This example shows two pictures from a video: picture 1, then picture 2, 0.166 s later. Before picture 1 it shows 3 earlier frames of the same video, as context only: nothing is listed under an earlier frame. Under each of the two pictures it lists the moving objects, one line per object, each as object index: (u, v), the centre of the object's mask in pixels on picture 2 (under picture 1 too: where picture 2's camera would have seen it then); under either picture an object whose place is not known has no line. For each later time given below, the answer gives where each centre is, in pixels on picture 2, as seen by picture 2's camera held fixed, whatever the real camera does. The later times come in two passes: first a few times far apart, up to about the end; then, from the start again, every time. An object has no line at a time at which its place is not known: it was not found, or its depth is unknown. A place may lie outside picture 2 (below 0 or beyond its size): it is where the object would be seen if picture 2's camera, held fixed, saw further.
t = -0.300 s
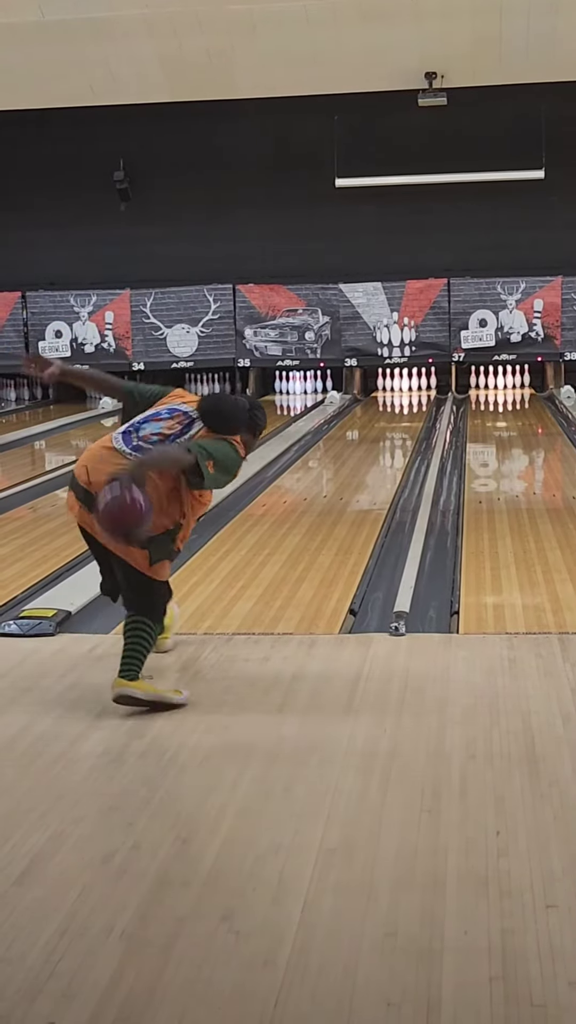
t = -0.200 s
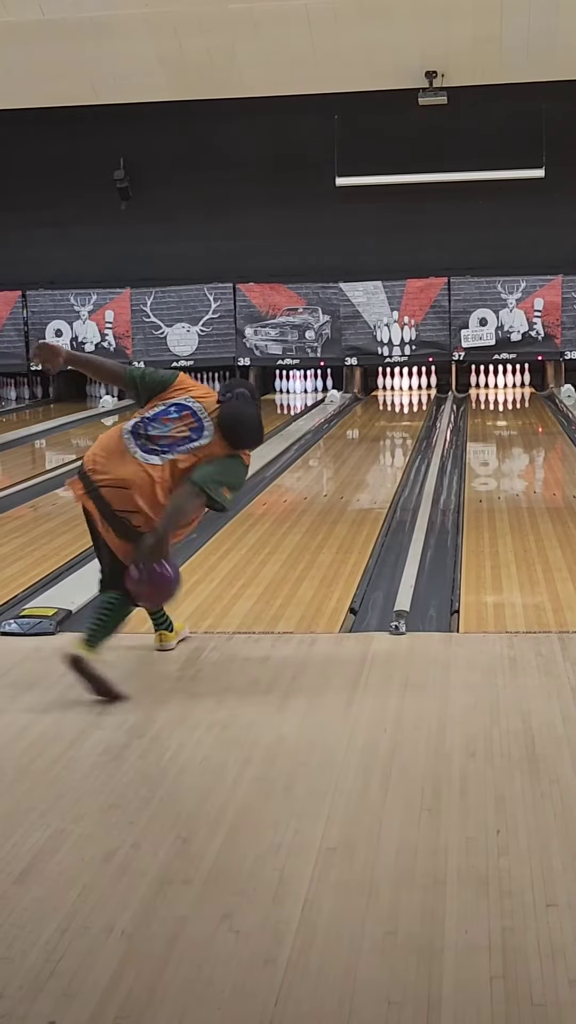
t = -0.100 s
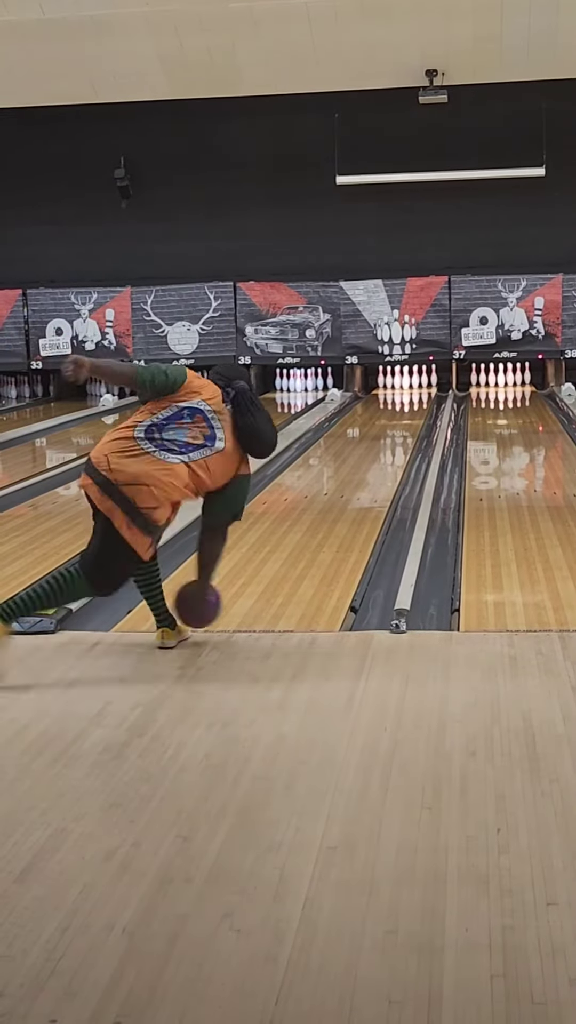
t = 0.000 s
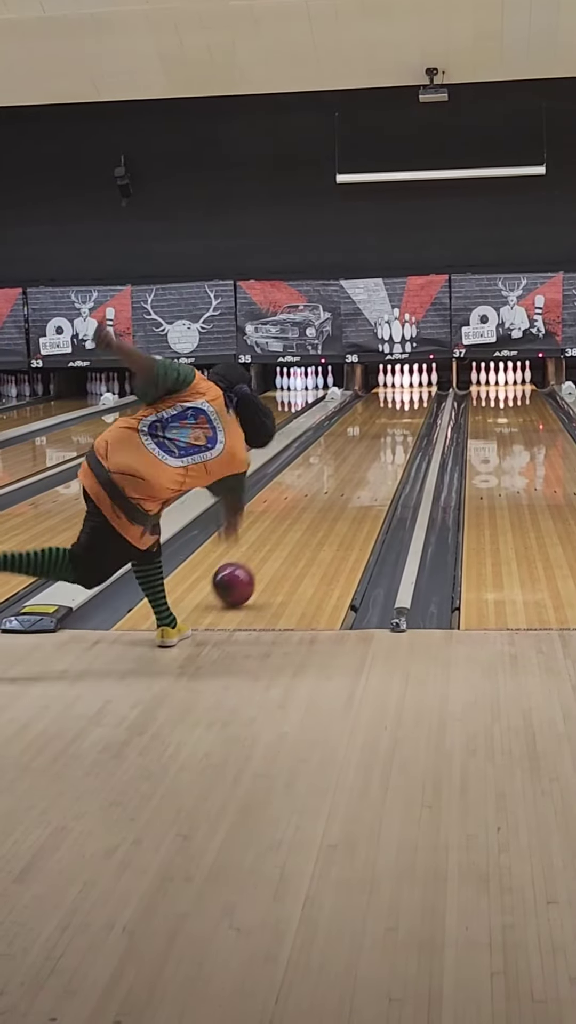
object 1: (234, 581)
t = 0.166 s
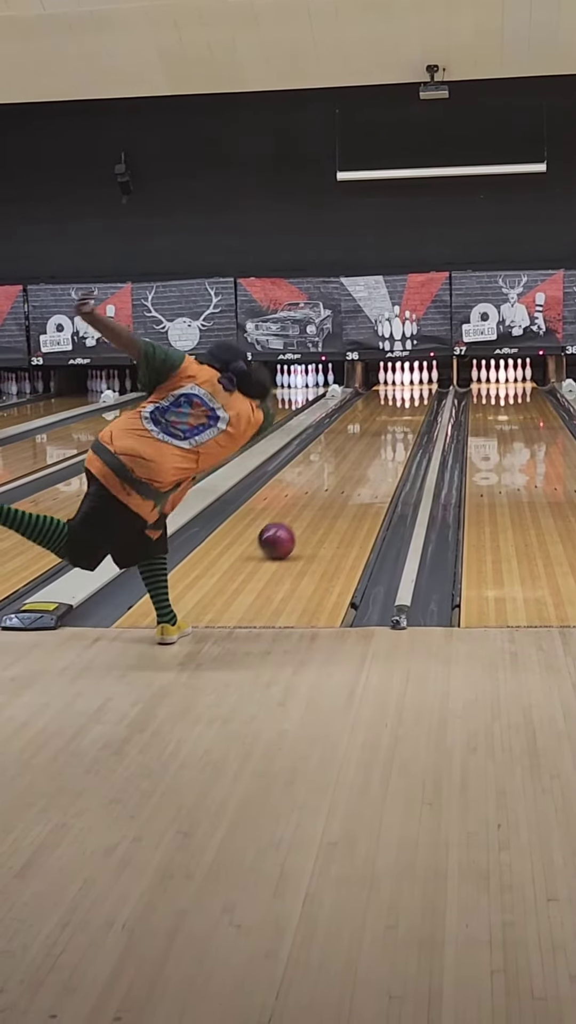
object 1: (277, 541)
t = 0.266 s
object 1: (297, 520)
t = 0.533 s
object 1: (337, 480)
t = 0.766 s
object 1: (361, 456)
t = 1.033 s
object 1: (381, 435)
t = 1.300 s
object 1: (396, 419)
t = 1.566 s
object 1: (407, 406)
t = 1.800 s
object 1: (413, 397)
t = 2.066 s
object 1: (416, 389)
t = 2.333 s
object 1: (413, 383)
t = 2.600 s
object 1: (411, 378)
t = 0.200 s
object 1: (284, 534)
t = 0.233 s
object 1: (290, 527)
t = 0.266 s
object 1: (297, 520)
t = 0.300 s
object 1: (302, 514)
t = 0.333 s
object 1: (308, 509)
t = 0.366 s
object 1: (314, 503)
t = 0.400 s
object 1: (319, 498)
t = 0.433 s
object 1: (324, 493)
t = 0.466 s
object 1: (328, 489)
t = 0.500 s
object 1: (333, 484)
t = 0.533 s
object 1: (337, 480)
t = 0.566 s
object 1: (341, 476)
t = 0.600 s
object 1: (344, 473)
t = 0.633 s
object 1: (348, 469)
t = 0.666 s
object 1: (351, 466)
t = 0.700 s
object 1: (355, 462)
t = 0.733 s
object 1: (358, 459)
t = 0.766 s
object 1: (361, 456)
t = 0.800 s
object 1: (364, 453)
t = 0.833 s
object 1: (367, 450)
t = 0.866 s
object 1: (369, 447)
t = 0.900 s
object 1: (372, 444)
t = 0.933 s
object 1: (375, 442)
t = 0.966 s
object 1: (377, 440)
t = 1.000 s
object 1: (379, 437)
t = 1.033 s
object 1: (381, 435)
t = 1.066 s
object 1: (383, 432)
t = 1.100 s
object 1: (386, 430)
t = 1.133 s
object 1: (387, 428)
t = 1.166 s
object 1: (389, 426)
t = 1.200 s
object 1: (391, 424)
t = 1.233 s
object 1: (393, 422)
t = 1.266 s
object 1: (395, 420)
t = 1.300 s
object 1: (396, 419)
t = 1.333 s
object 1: (398, 417)
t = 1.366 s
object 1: (400, 415)
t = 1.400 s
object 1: (401, 414)
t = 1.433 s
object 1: (402, 412)
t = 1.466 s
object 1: (403, 410)
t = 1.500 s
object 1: (405, 409)
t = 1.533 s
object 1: (406, 407)
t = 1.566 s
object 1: (407, 406)
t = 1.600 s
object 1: (408, 404)
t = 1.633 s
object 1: (409, 403)
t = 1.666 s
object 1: (410, 402)
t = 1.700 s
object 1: (411, 400)
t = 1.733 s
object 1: (412, 399)
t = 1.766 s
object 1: (413, 398)
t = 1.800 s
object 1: (413, 397)
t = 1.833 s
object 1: (414, 396)
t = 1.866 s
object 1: (415, 395)
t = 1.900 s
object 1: (415, 394)
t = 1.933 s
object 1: (415, 393)
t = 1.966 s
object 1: (415, 392)
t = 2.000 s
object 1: (416, 391)
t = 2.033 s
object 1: (416, 390)
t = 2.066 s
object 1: (416, 389)
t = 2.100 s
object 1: (416, 388)
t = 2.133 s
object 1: (416, 387)
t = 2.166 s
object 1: (416, 386)
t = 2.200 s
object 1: (415, 386)
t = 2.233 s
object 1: (415, 385)
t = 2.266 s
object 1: (415, 384)
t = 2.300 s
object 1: (414, 383)
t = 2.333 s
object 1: (413, 383)
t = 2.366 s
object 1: (413, 382)
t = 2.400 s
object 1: (412, 381)
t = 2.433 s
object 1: (411, 381)
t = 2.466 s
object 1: (410, 380)
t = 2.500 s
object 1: (410, 380)
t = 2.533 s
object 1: (411, 379)
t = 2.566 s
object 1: (411, 379)
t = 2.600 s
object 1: (411, 378)
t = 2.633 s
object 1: (410, 378)
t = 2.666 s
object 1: (410, 378)
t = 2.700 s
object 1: (411, 377)
